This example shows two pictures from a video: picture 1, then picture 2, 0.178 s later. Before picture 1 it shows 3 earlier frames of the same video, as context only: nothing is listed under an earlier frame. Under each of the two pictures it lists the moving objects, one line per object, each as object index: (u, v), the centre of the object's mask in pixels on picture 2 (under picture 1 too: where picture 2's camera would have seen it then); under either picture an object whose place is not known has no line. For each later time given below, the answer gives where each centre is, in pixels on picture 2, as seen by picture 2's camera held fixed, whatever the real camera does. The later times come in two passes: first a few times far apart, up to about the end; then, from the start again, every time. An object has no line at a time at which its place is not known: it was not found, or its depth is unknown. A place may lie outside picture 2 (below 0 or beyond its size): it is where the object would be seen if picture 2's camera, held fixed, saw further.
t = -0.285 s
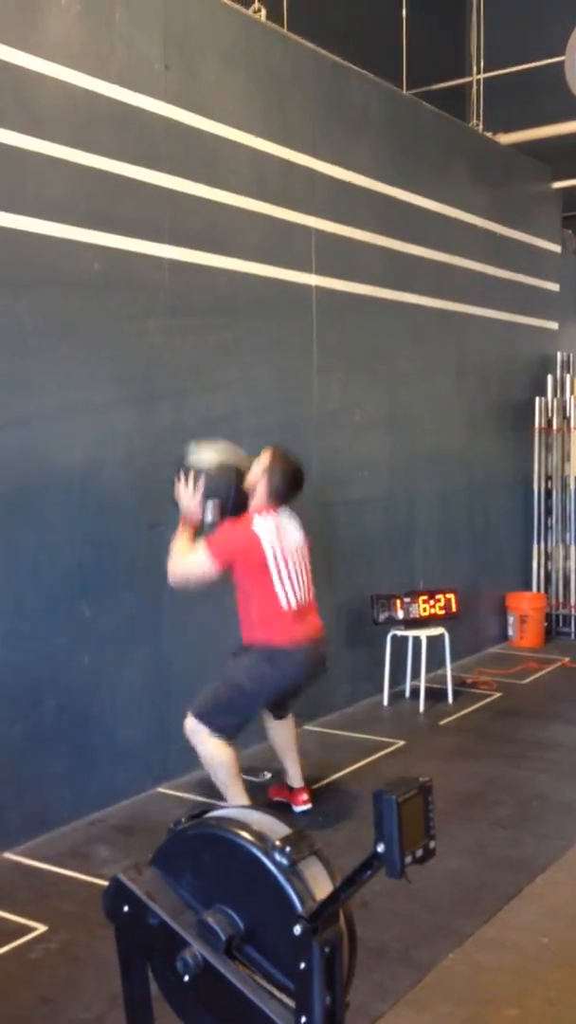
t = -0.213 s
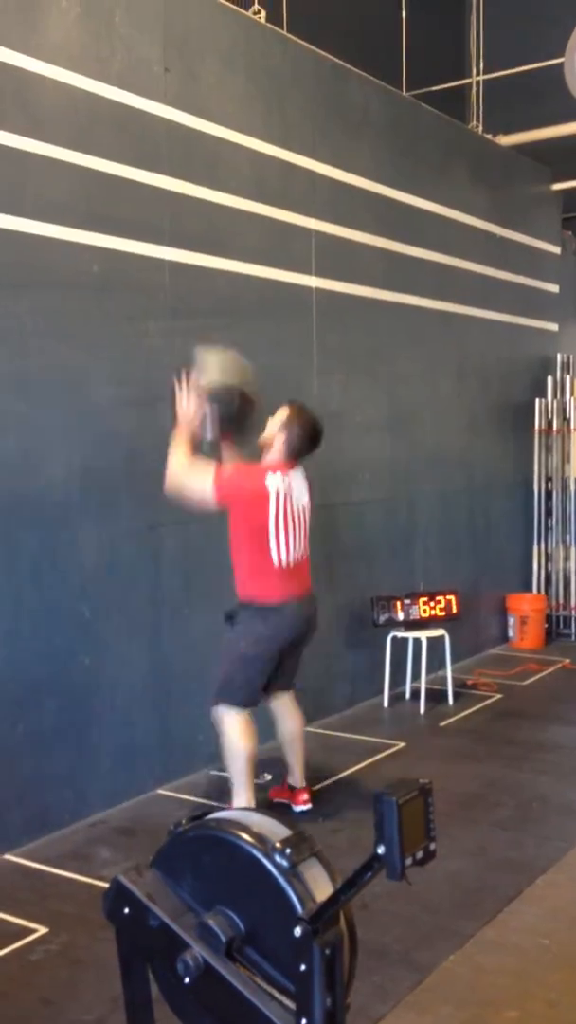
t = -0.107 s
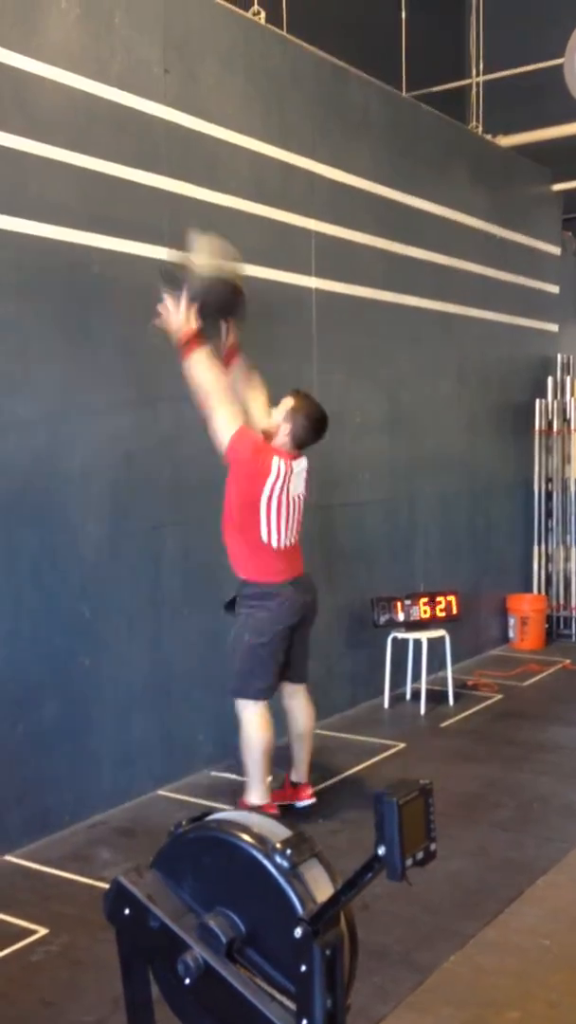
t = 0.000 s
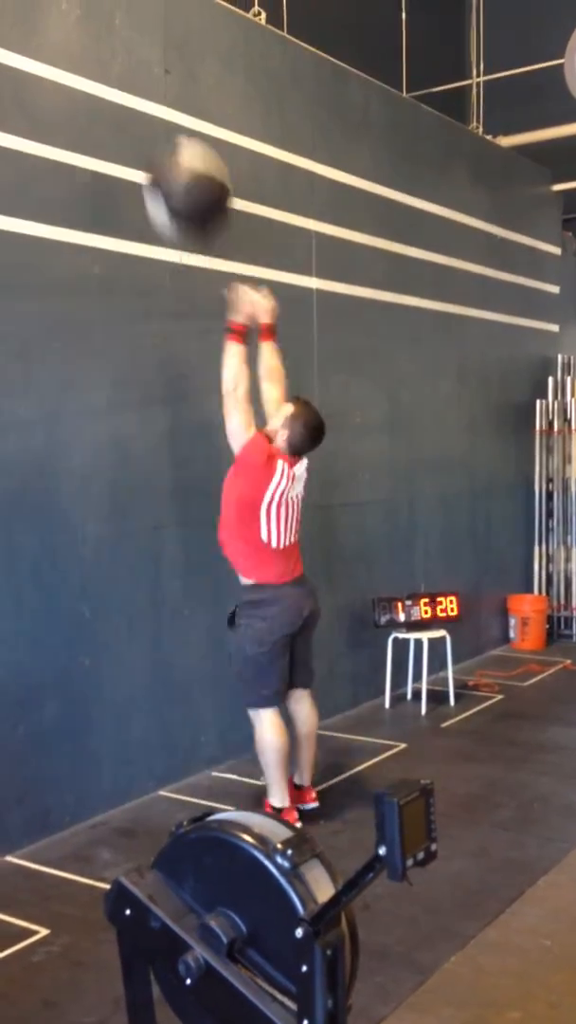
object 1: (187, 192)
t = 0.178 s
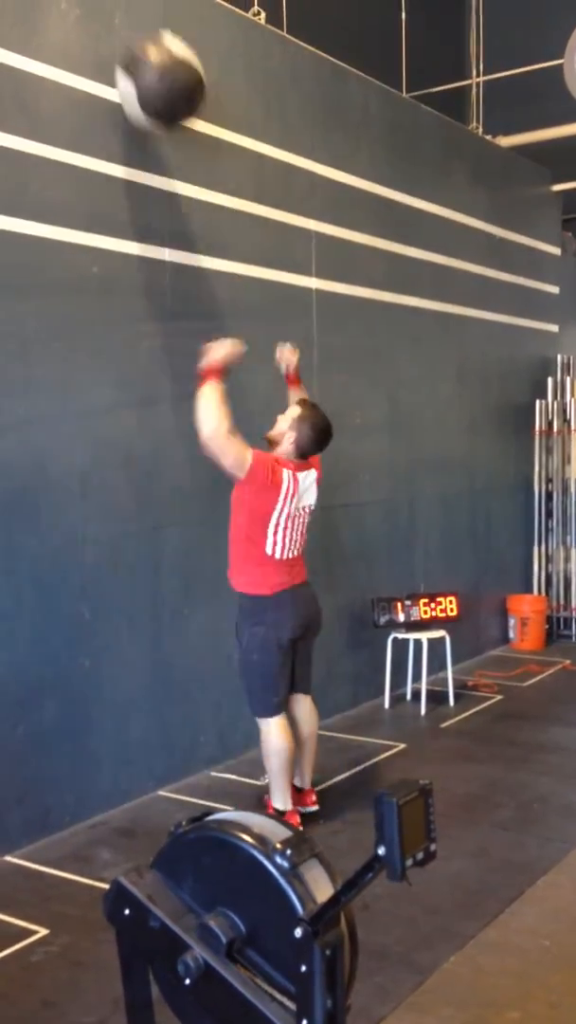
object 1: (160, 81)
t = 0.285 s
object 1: (149, 53)
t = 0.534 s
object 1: (166, 94)
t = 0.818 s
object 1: (189, 311)
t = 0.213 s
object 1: (155, 68)
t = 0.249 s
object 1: (151, 59)
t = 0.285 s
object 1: (149, 53)
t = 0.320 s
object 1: (152, 49)
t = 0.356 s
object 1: (154, 50)
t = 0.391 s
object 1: (156, 52)
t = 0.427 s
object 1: (159, 58)
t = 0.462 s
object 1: (161, 68)
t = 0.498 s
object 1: (164, 79)
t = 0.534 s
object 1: (166, 94)
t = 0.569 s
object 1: (168, 113)
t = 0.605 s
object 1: (172, 133)
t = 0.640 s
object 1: (174, 157)
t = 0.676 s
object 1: (176, 183)
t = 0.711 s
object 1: (181, 208)
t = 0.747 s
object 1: (183, 243)
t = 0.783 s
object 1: (185, 275)
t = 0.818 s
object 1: (189, 311)
